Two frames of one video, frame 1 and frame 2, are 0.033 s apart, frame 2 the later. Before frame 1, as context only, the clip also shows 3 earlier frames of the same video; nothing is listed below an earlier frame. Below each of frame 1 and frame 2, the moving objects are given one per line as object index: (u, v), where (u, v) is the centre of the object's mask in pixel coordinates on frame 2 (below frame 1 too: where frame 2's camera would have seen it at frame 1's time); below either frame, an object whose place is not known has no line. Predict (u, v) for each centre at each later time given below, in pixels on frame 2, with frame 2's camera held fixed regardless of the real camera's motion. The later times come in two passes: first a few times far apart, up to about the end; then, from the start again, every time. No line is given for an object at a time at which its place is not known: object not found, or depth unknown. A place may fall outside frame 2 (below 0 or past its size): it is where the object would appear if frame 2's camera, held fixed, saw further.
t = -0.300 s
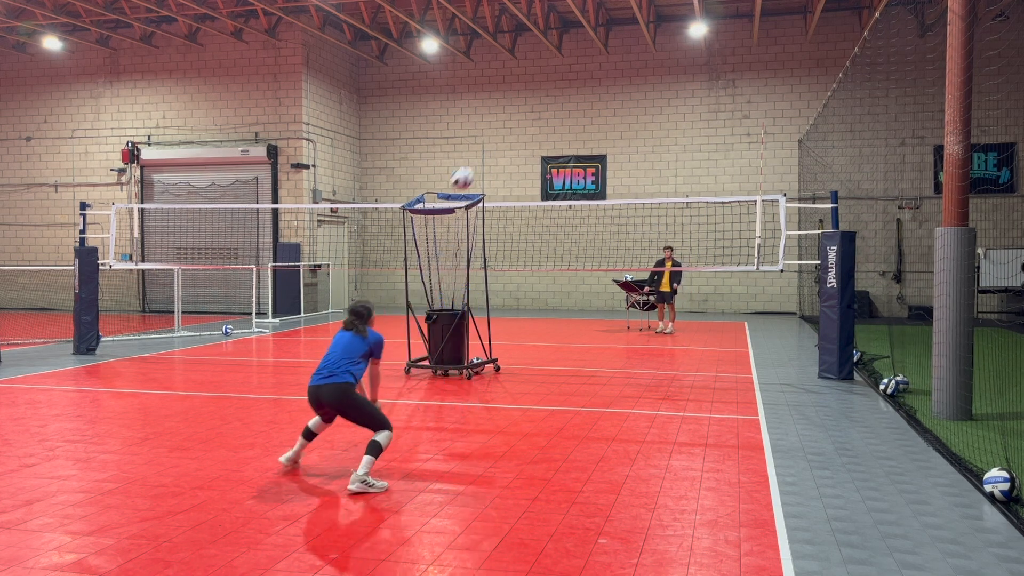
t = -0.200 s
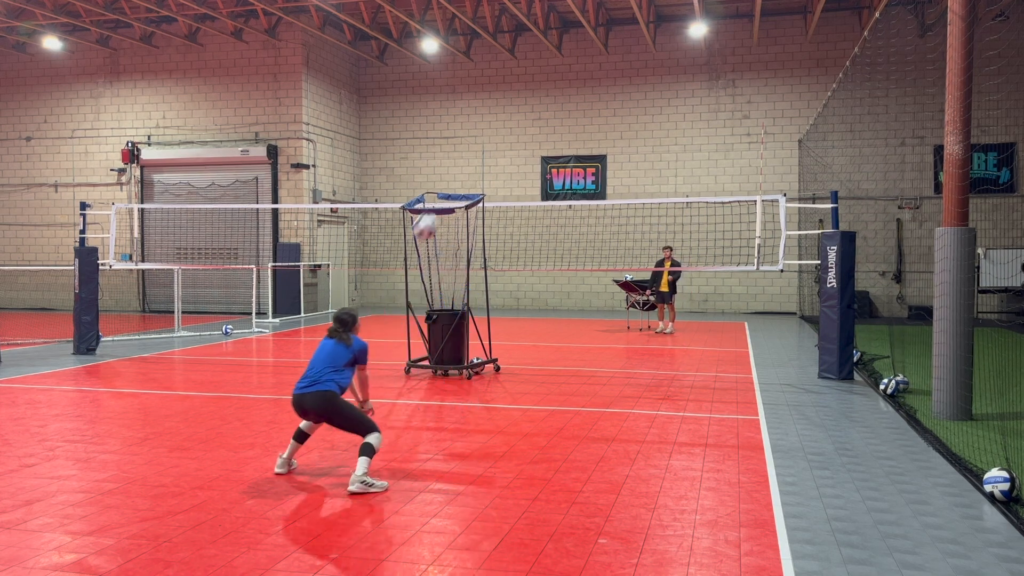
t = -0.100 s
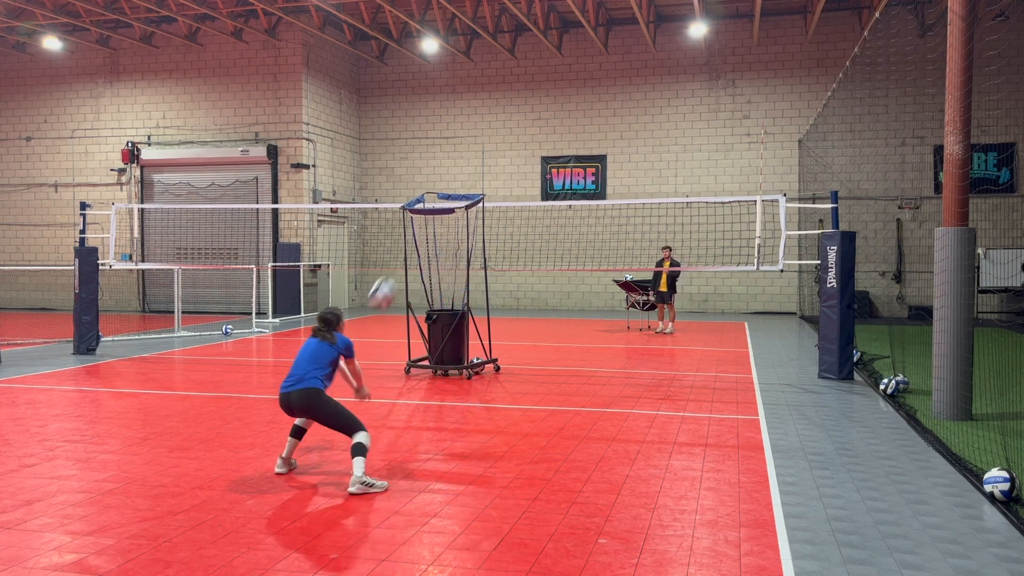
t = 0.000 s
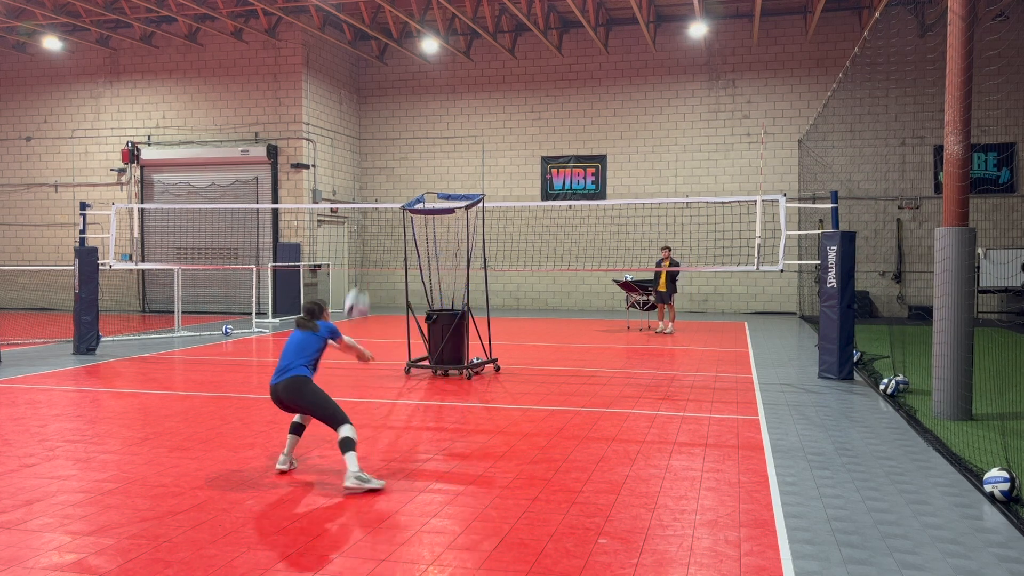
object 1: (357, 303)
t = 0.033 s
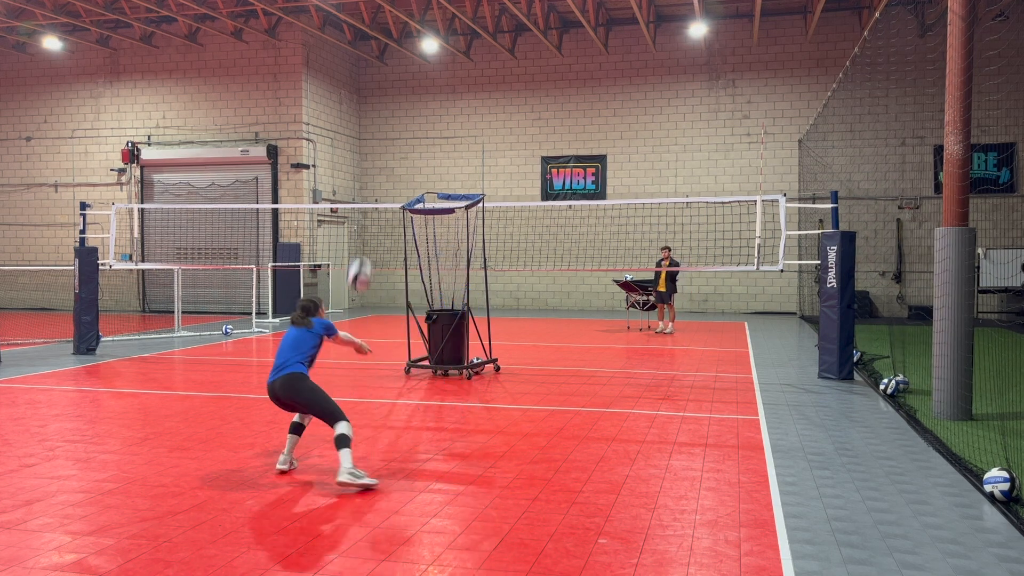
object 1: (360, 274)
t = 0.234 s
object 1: (376, 132)
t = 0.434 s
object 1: (392, 61)
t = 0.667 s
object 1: (409, 38)
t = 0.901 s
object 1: (423, 64)
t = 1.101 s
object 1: (433, 115)
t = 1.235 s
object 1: (439, 160)
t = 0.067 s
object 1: (362, 243)
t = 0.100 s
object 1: (365, 218)
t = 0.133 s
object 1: (368, 192)
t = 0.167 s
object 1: (371, 171)
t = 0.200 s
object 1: (373, 151)
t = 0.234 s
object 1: (376, 132)
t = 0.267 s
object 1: (379, 116)
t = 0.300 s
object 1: (382, 103)
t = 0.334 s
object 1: (384, 90)
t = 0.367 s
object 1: (387, 78)
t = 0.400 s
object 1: (390, 69)
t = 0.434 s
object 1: (392, 61)
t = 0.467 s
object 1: (395, 54)
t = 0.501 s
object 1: (397, 49)
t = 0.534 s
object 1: (400, 45)
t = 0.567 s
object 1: (402, 41)
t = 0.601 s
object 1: (405, 39)
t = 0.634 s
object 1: (407, 38)
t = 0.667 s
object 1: (409, 38)
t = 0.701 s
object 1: (411, 39)
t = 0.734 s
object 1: (413, 41)
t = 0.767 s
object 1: (414, 44)
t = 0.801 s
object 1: (416, 47)
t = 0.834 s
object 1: (418, 53)
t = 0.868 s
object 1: (421, 58)
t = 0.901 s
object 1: (423, 64)
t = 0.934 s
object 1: (424, 71)
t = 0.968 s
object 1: (426, 78)
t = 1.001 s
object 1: (428, 87)
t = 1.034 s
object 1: (429, 95)
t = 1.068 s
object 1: (431, 105)
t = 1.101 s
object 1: (433, 115)
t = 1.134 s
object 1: (434, 127)
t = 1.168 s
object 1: (436, 137)
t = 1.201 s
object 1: (437, 149)
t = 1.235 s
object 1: (439, 160)
